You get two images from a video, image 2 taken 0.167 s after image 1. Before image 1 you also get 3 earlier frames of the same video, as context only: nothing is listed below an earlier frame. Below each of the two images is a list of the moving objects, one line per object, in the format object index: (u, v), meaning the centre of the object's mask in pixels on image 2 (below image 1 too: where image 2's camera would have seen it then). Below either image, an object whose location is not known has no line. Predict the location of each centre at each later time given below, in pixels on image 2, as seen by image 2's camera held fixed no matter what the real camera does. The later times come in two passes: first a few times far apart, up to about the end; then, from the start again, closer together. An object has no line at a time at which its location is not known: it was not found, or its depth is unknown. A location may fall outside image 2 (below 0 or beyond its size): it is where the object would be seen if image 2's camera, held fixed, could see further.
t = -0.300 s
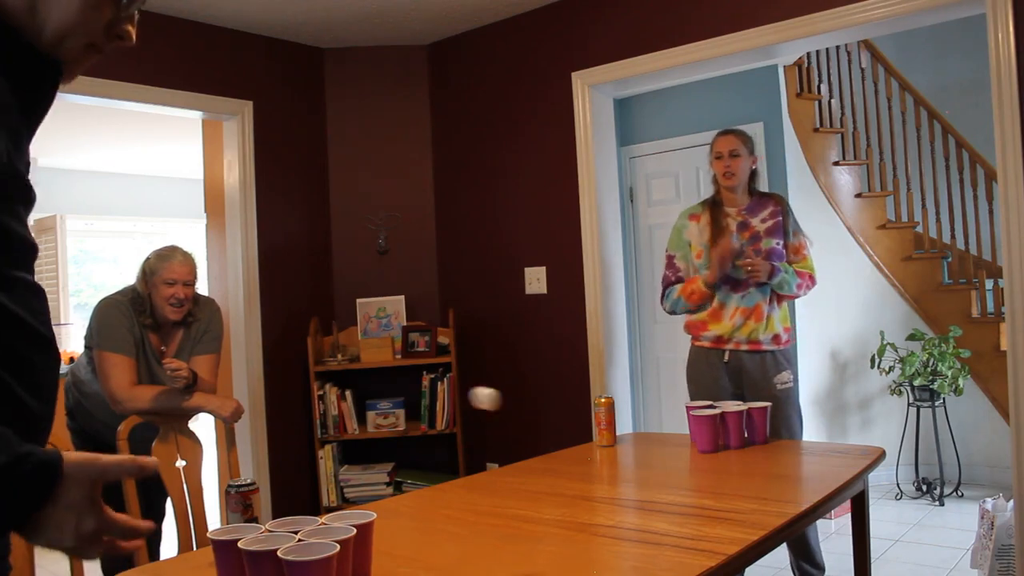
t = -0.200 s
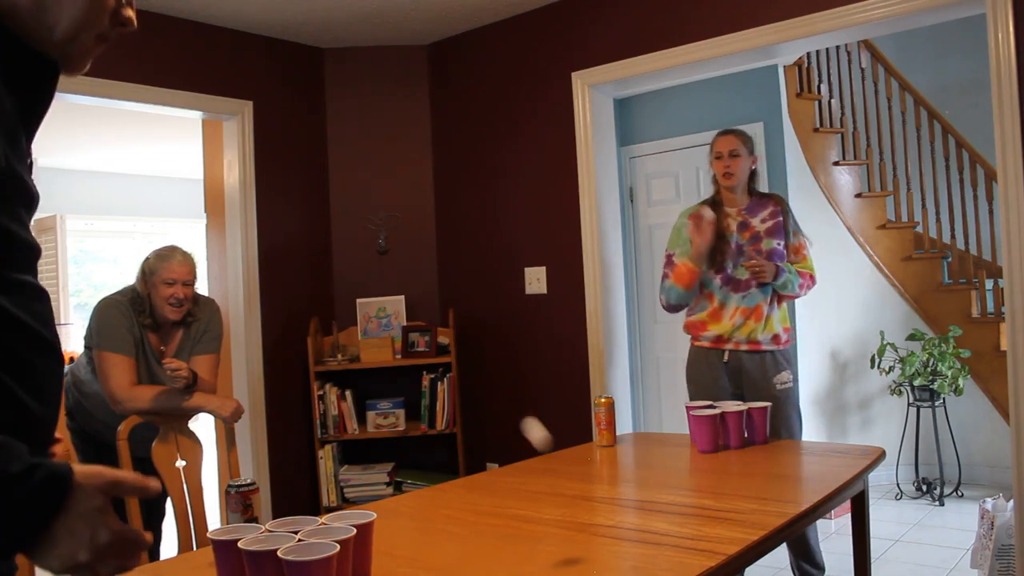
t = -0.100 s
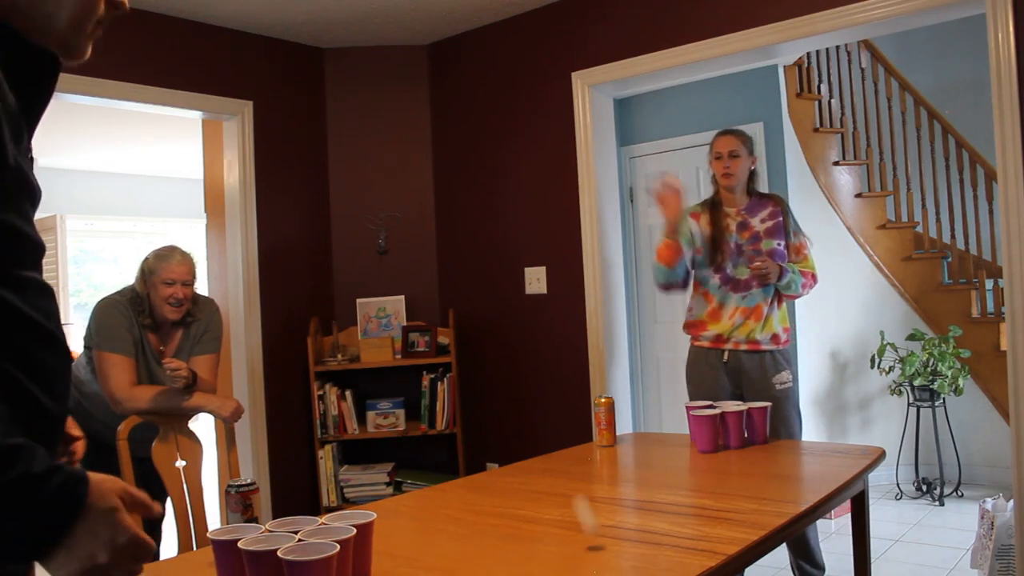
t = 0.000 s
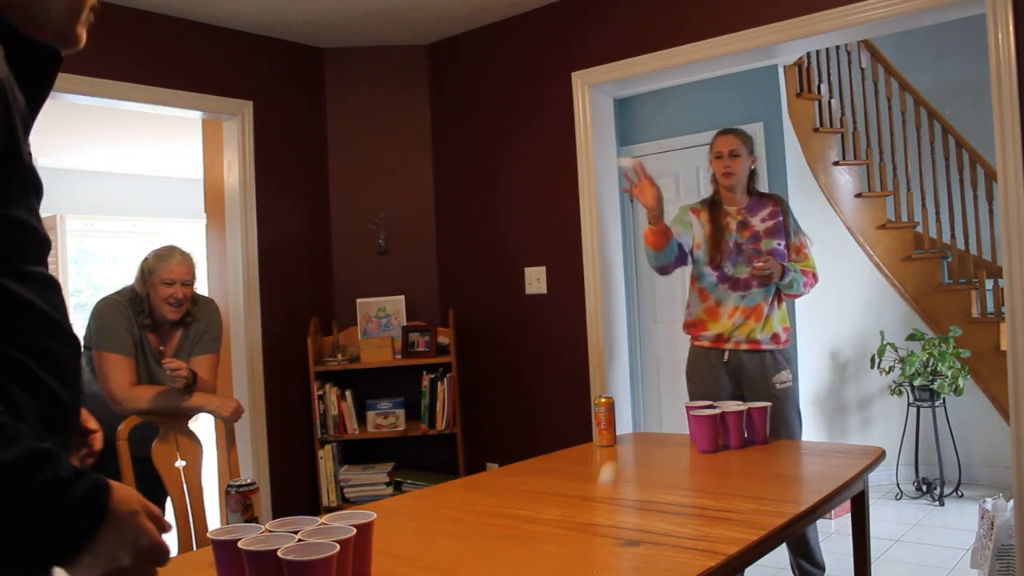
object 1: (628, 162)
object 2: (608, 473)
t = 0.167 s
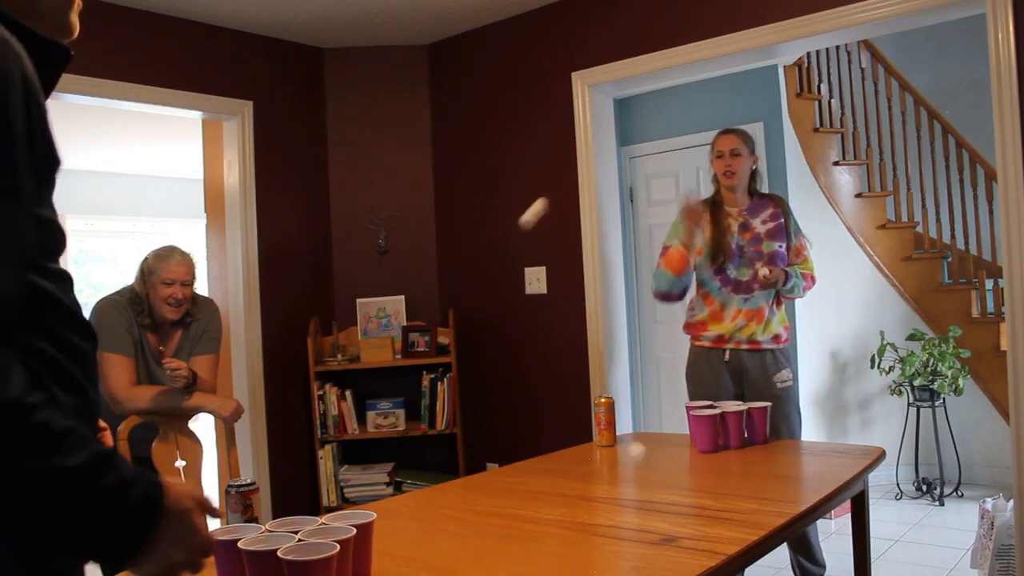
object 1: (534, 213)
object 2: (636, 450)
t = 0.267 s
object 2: (657, 501)
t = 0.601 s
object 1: (323, 412)
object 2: (673, 527)
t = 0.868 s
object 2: (680, 538)
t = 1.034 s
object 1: (263, 443)
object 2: (682, 532)
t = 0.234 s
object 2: (649, 479)
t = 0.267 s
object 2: (657, 501)
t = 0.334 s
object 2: (663, 502)
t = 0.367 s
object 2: (664, 487)
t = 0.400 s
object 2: (665, 477)
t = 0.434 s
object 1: (350, 499)
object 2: (665, 474)
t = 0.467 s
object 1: (344, 476)
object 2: (666, 474)
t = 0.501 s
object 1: (338, 452)
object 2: (667, 479)
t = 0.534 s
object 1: (334, 433)
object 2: (668, 491)
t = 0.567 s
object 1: (329, 420)
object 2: (670, 508)
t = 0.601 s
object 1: (323, 412)
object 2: (673, 527)
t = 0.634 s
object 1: (320, 410)
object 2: (672, 518)
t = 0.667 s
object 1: (317, 413)
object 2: (673, 506)
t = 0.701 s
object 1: (313, 422)
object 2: (674, 500)
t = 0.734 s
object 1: (311, 434)
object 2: (675, 500)
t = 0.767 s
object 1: (308, 453)
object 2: (676, 503)
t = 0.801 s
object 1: (307, 475)
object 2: (677, 512)
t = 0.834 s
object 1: (305, 498)
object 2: (680, 527)
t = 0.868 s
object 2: (680, 538)
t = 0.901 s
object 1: (293, 490)
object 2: (679, 526)
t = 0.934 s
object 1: (285, 471)
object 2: (680, 520)
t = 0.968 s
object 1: (278, 457)
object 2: (680, 519)
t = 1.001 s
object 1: (270, 448)
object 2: (681, 523)
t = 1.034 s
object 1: (263, 443)
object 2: (682, 532)
